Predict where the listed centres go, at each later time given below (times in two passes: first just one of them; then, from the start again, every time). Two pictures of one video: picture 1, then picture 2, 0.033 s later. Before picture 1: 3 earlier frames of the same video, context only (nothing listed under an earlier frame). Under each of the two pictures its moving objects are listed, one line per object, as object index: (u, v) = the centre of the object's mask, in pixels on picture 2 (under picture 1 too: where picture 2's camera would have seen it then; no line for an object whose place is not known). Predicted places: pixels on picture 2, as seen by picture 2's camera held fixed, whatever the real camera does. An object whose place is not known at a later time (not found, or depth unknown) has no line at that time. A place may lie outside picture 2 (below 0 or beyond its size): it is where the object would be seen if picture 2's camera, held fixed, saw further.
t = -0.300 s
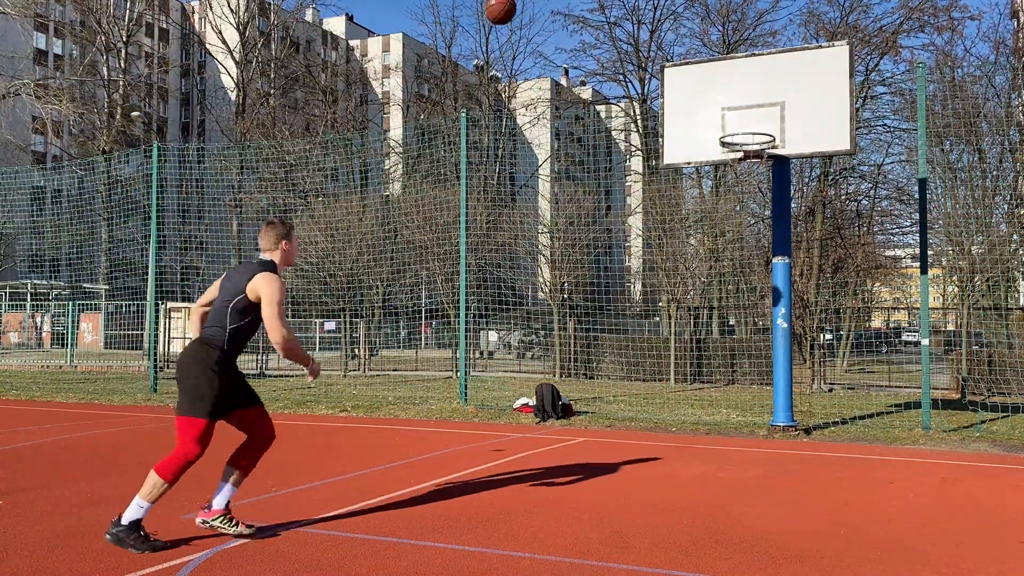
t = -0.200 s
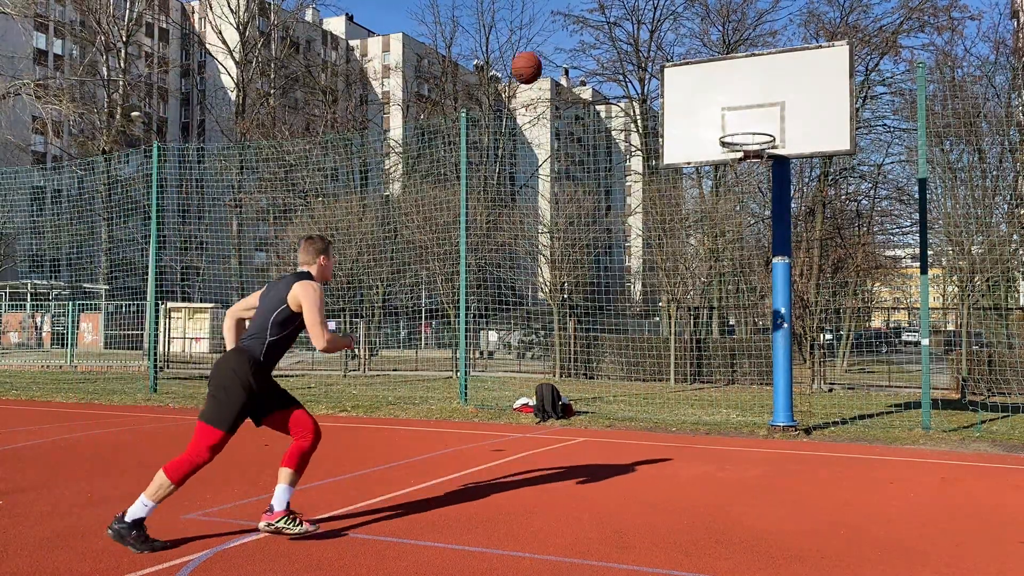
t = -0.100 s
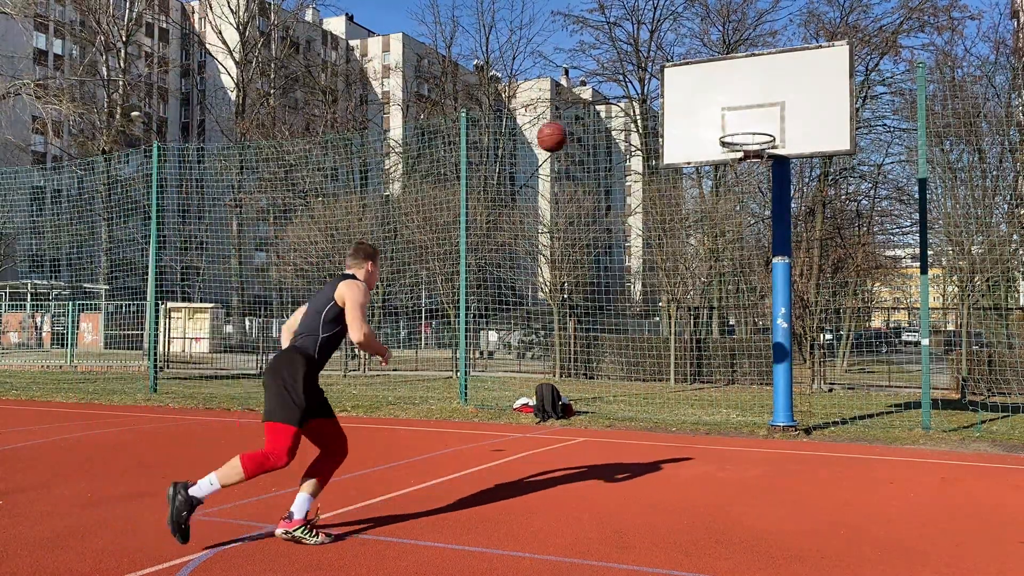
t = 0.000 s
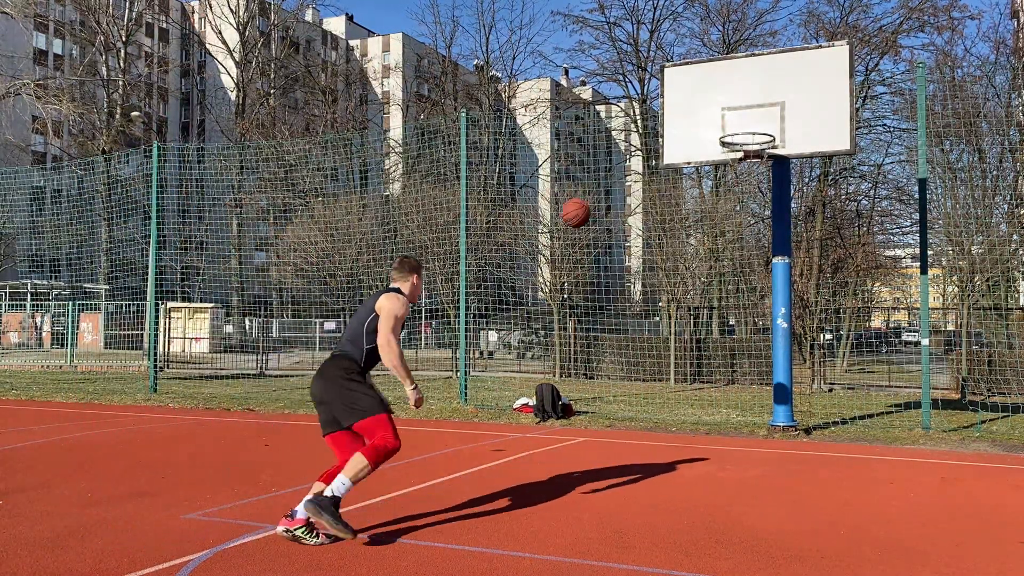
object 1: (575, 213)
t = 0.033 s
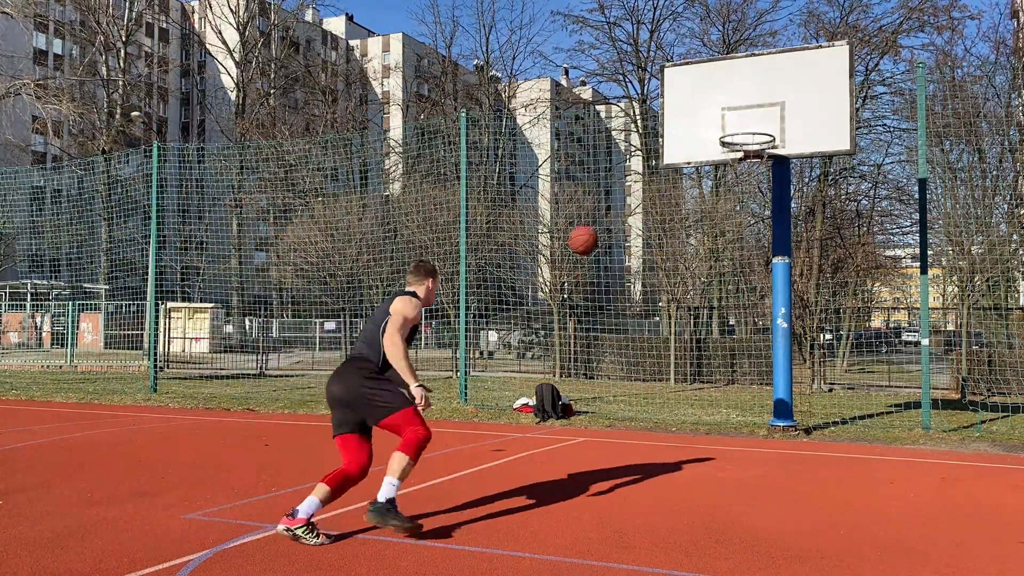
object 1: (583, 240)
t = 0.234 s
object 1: (629, 420)
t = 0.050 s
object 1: (587, 254)
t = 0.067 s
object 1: (591, 268)
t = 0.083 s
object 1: (594, 282)
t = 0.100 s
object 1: (599, 296)
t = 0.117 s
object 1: (603, 311)
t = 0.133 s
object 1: (607, 326)
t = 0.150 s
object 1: (610, 341)
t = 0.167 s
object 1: (614, 356)
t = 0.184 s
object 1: (618, 372)
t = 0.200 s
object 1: (622, 388)
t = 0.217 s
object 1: (626, 404)
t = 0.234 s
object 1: (629, 420)
